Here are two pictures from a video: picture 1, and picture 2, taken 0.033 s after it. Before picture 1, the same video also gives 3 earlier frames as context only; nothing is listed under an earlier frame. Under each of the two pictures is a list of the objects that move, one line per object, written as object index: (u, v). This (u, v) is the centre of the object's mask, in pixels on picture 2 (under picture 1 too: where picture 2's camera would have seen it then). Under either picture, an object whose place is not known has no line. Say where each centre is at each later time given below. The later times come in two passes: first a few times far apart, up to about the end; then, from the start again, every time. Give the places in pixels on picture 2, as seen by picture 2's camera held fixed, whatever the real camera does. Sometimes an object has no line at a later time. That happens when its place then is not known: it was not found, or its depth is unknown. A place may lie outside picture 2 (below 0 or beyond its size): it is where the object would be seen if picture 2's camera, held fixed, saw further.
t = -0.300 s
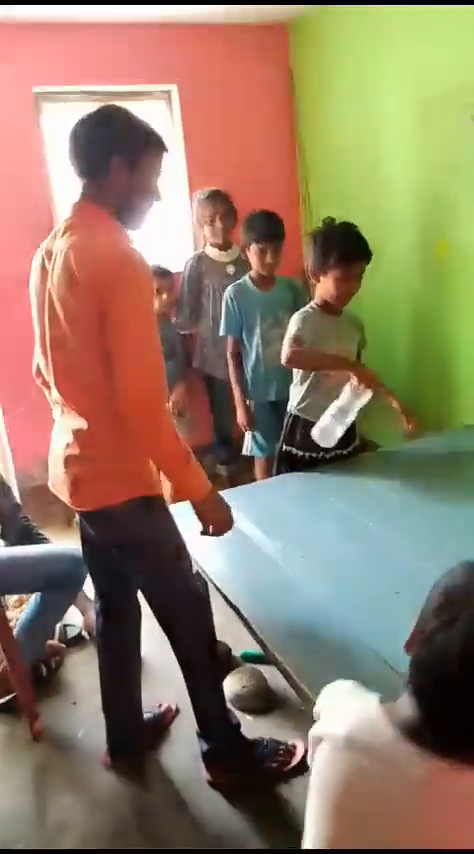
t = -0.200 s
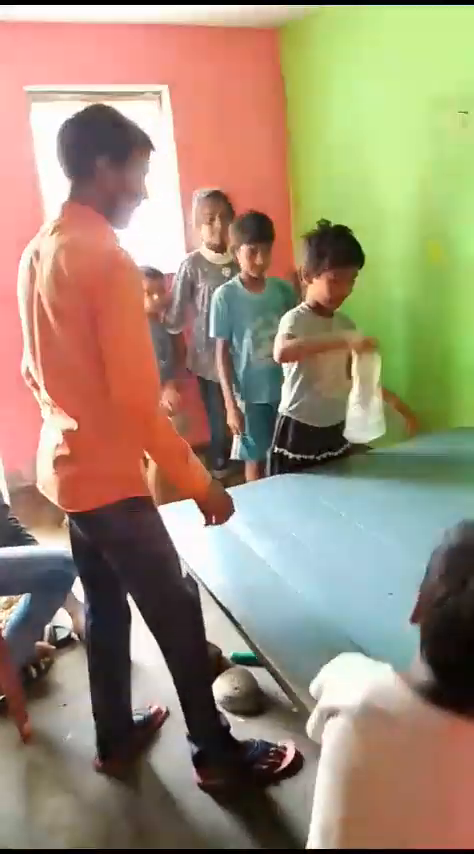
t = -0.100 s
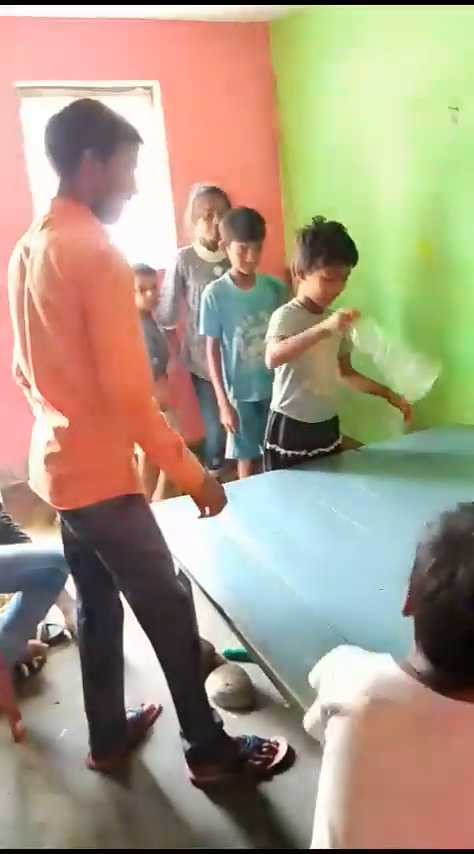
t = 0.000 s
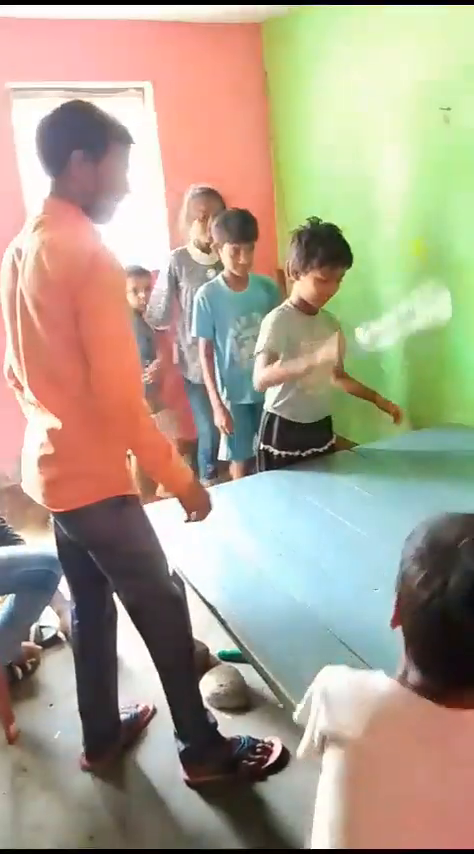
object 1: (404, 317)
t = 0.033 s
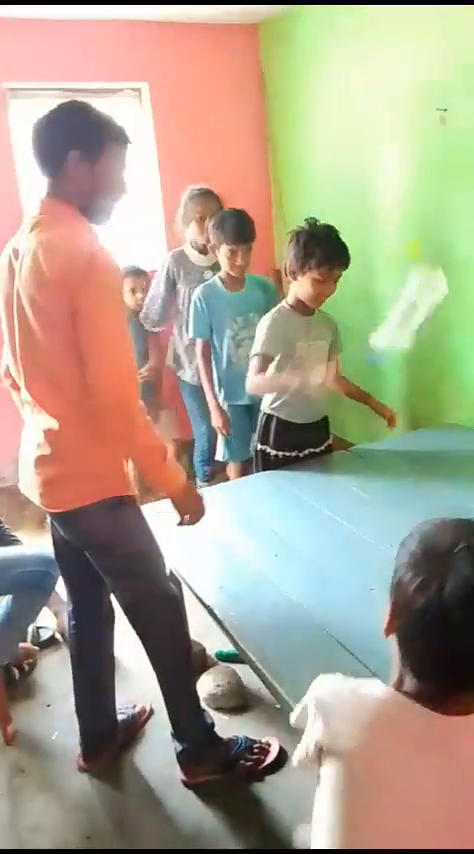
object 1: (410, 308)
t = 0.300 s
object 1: (435, 294)
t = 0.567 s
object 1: (385, 491)
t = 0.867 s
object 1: (375, 503)
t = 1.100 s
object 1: (358, 504)
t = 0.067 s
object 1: (419, 306)
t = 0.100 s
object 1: (430, 302)
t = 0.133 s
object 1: (437, 289)
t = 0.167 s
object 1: (421, 267)
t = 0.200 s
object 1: (422, 273)
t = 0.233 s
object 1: (432, 279)
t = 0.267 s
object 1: (435, 286)
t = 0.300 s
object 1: (435, 294)
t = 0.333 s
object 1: (427, 313)
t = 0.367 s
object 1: (418, 340)
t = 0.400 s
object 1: (411, 374)
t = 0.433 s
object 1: (406, 412)
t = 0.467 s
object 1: (403, 451)
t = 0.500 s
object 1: (390, 473)
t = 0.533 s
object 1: (384, 482)
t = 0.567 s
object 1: (385, 491)
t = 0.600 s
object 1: (385, 492)
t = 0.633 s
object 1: (382, 493)
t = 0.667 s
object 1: (380, 497)
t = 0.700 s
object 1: (378, 500)
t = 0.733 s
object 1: (378, 501)
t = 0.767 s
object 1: (378, 501)
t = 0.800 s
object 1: (378, 501)
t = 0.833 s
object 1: (377, 502)
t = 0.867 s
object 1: (375, 503)
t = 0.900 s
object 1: (372, 503)
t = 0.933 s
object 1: (371, 504)
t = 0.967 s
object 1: (369, 506)
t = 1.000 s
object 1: (366, 506)
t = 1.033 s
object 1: (364, 506)
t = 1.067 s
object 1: (362, 505)
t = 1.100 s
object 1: (358, 504)
